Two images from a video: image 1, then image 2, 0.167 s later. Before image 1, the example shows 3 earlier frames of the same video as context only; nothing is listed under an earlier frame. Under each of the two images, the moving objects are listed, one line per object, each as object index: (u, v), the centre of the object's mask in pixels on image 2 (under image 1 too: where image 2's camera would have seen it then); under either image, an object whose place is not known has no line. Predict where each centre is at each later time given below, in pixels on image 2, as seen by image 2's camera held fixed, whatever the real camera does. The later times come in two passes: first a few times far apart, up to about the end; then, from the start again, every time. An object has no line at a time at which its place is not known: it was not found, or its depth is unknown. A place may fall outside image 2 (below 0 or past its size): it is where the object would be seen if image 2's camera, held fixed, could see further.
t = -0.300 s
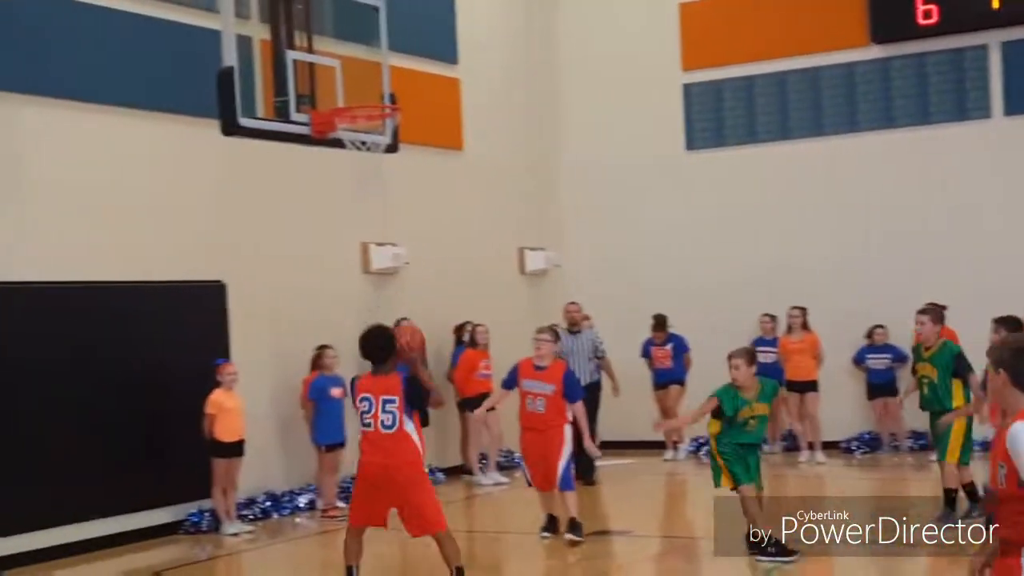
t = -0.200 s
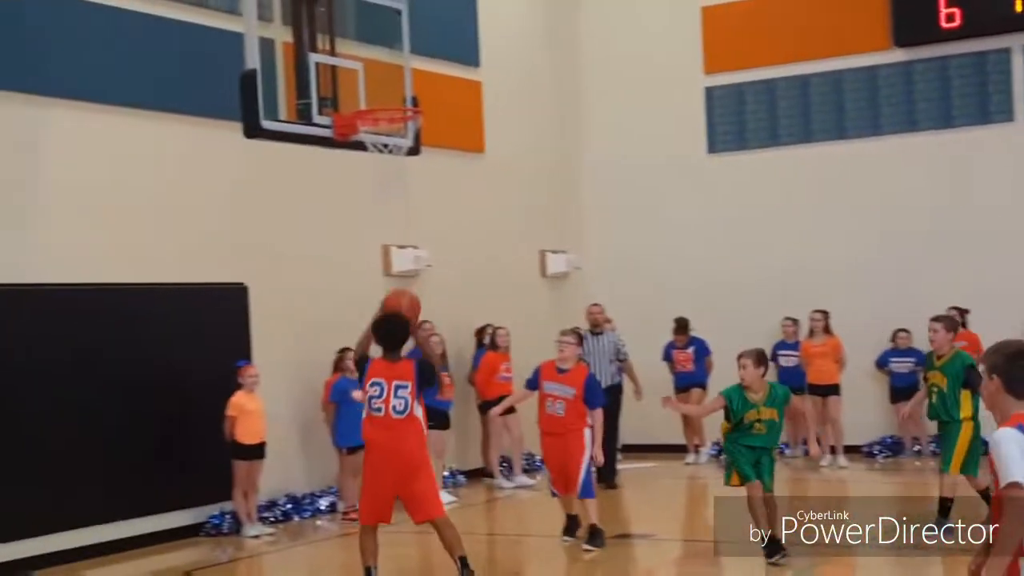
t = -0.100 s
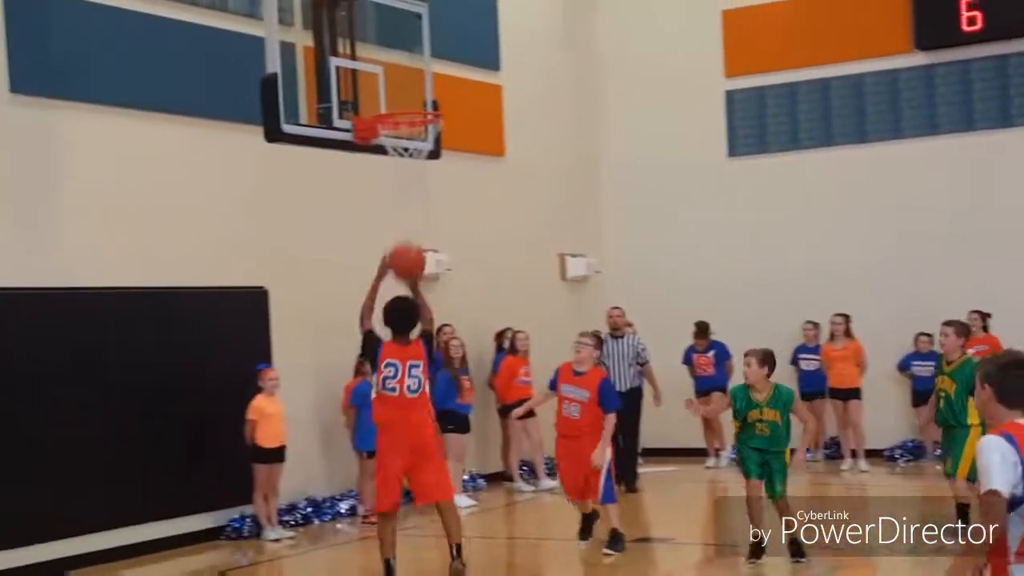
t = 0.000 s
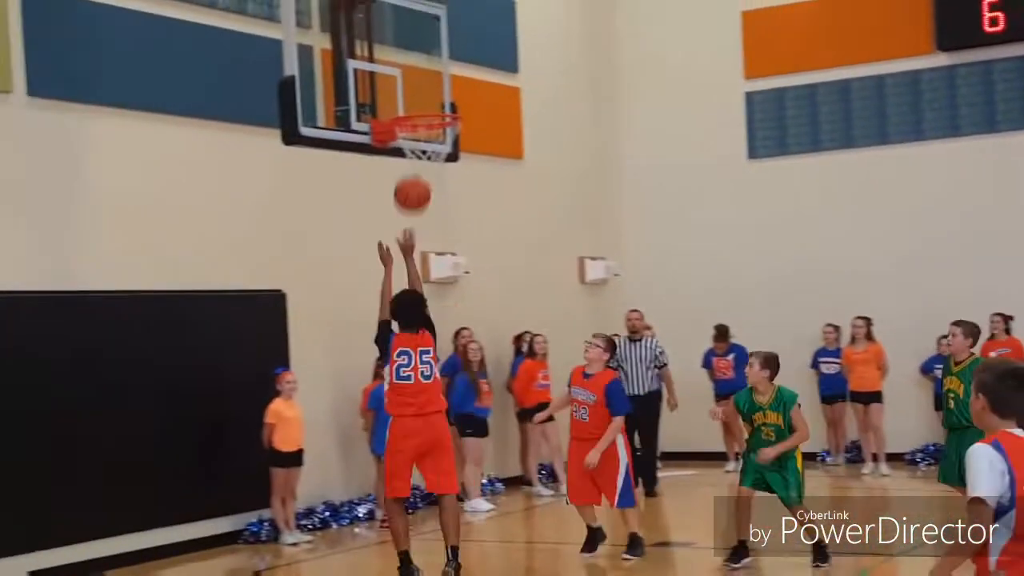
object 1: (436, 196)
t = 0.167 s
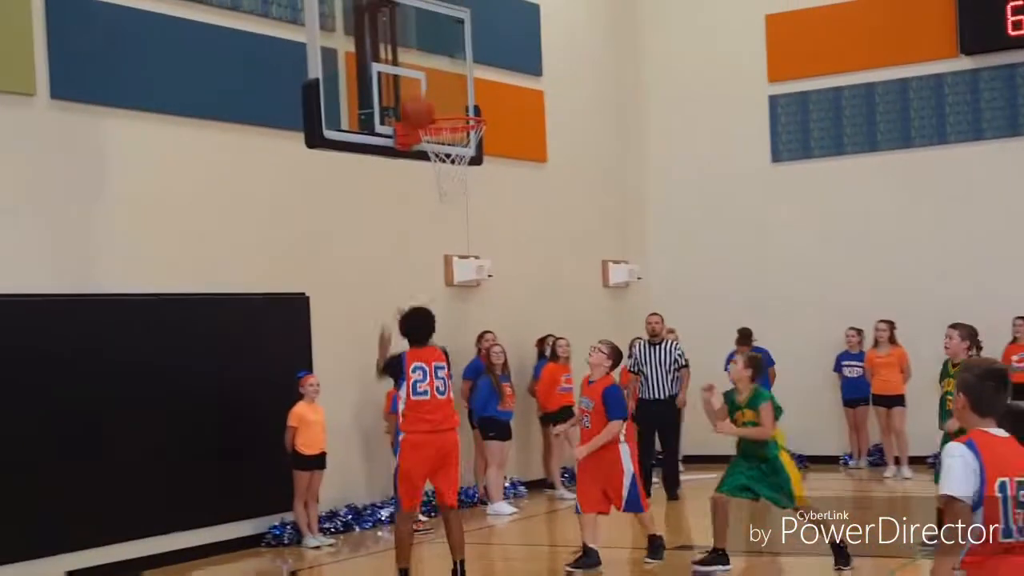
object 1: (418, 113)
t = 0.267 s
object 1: (405, 80)
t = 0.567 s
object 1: (455, 92)
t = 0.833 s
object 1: (438, 105)
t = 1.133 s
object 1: (453, 102)
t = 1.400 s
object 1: (464, 143)
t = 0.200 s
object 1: (414, 100)
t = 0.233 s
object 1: (408, 88)
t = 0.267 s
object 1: (405, 80)
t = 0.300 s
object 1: (403, 74)
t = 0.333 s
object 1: (401, 69)
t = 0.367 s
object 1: (405, 67)
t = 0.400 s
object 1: (413, 68)
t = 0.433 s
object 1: (421, 70)
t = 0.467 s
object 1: (430, 73)
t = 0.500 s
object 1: (439, 78)
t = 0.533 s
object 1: (447, 84)
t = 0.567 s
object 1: (455, 92)
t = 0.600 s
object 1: (464, 102)
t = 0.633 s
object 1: (471, 108)
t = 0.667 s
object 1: (462, 107)
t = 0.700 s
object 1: (454, 107)
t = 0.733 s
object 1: (446, 107)
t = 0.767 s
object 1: (436, 109)
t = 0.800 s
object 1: (436, 107)
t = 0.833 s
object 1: (438, 105)
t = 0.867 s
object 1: (440, 104)
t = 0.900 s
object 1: (443, 102)
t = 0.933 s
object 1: (445, 102)
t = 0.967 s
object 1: (446, 105)
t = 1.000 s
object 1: (448, 107)
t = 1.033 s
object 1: (449, 108)
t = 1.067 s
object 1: (450, 106)
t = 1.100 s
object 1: (452, 103)
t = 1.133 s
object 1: (453, 102)
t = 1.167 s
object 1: (453, 102)
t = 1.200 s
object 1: (454, 103)
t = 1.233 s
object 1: (455, 106)
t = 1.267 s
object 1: (457, 108)
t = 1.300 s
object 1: (457, 110)
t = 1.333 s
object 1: (460, 133)
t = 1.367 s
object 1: (463, 137)
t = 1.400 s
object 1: (464, 143)
